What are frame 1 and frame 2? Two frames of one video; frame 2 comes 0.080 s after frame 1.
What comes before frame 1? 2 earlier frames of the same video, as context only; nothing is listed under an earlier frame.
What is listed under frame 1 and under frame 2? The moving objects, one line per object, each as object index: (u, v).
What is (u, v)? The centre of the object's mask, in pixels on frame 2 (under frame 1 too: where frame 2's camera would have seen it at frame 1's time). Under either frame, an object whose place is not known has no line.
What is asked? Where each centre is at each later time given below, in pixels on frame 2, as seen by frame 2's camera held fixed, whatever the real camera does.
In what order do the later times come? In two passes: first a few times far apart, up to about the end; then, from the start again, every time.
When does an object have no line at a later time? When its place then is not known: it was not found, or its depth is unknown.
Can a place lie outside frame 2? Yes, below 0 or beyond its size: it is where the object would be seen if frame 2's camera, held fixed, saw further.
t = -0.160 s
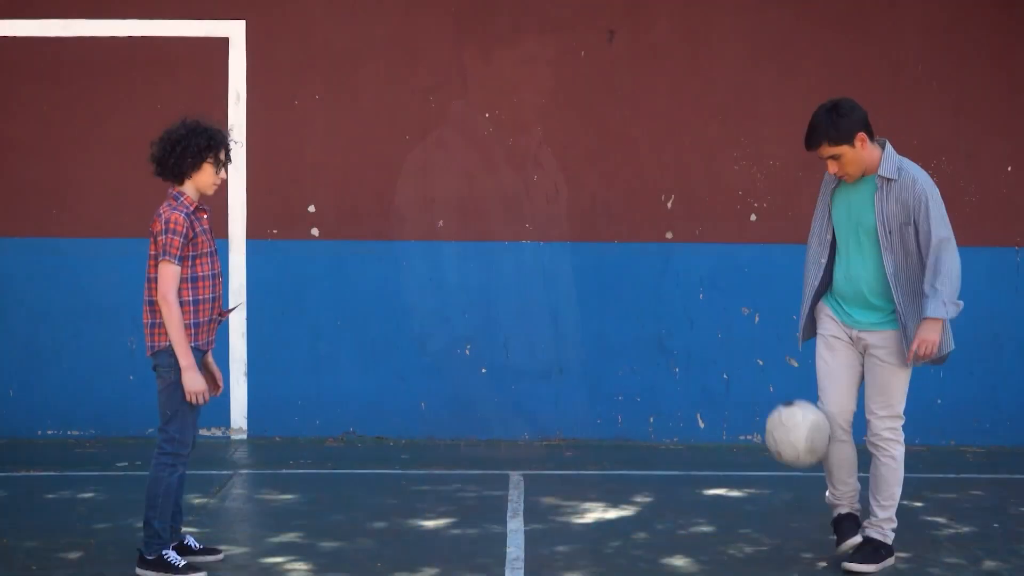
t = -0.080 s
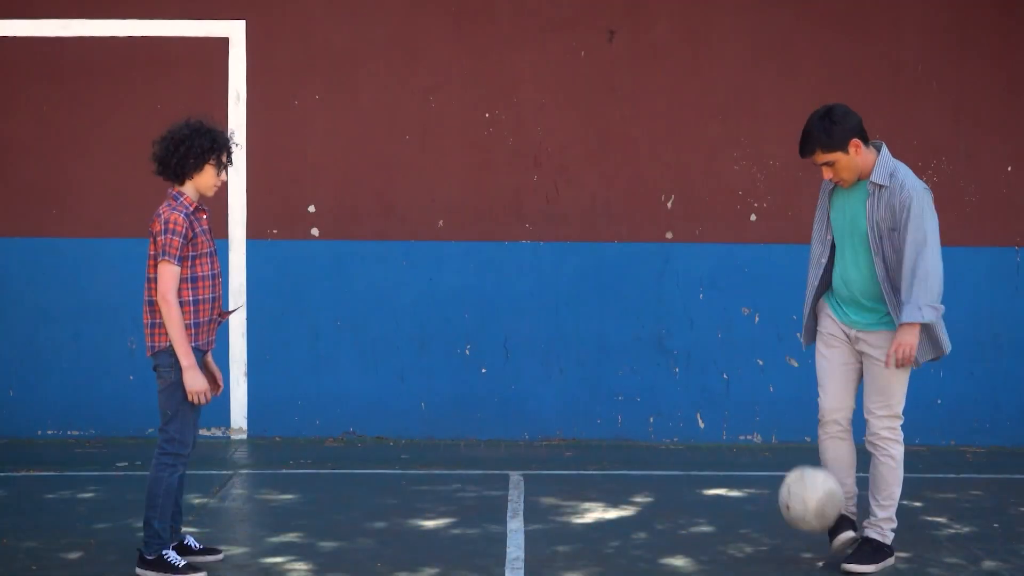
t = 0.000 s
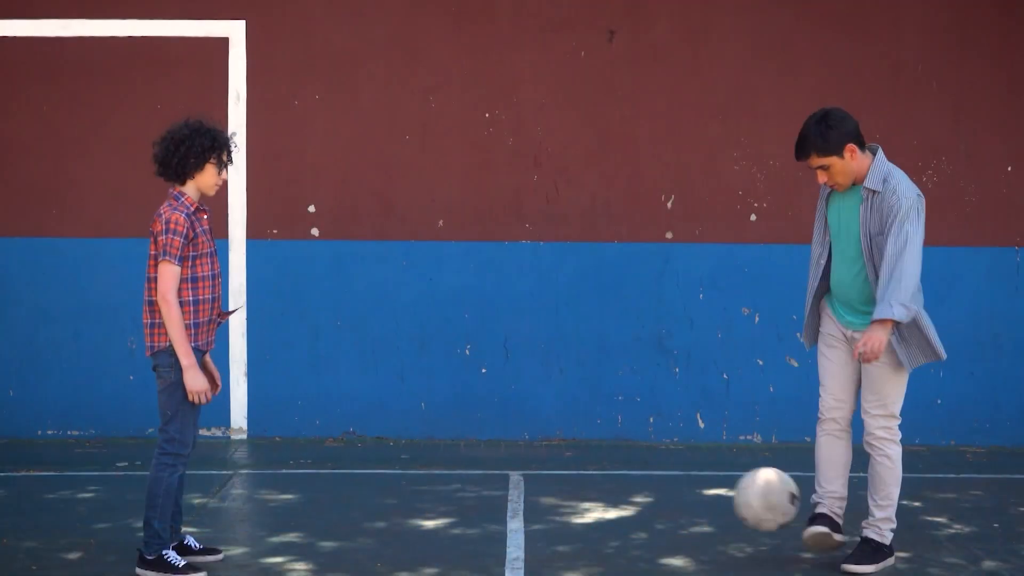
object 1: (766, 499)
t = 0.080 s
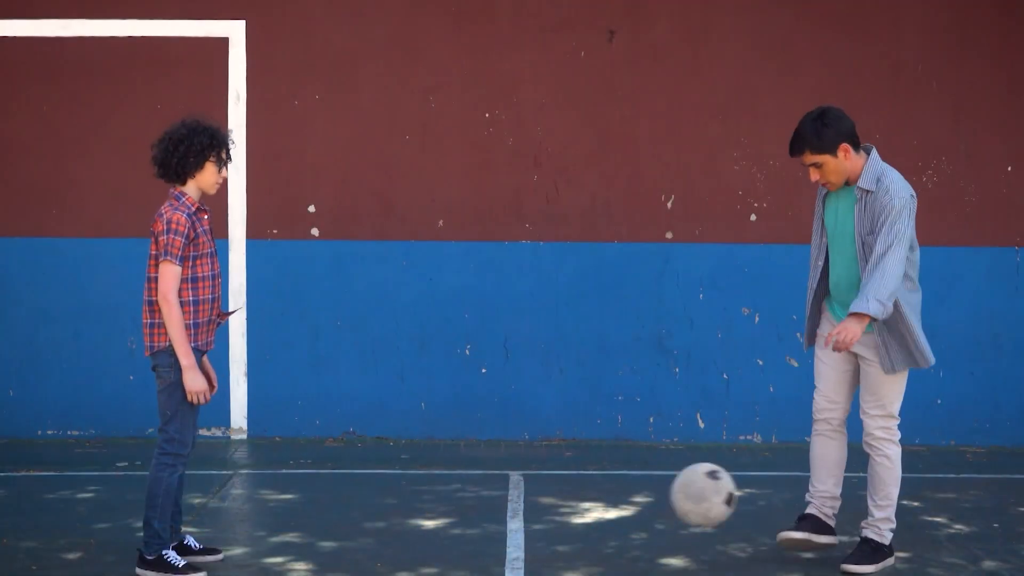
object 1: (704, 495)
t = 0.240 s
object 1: (578, 540)
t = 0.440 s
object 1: (459, 510)
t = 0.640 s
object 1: (342, 522)
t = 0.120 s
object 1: (672, 500)
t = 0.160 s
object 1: (641, 508)
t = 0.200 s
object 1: (610, 522)
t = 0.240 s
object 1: (578, 540)
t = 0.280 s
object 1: (554, 532)
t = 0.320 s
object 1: (530, 520)
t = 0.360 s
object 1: (507, 511)
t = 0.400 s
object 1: (482, 508)
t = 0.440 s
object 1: (459, 510)
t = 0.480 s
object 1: (436, 515)
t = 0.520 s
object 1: (413, 524)
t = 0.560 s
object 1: (389, 538)
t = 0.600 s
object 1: (366, 531)
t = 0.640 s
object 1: (342, 522)
